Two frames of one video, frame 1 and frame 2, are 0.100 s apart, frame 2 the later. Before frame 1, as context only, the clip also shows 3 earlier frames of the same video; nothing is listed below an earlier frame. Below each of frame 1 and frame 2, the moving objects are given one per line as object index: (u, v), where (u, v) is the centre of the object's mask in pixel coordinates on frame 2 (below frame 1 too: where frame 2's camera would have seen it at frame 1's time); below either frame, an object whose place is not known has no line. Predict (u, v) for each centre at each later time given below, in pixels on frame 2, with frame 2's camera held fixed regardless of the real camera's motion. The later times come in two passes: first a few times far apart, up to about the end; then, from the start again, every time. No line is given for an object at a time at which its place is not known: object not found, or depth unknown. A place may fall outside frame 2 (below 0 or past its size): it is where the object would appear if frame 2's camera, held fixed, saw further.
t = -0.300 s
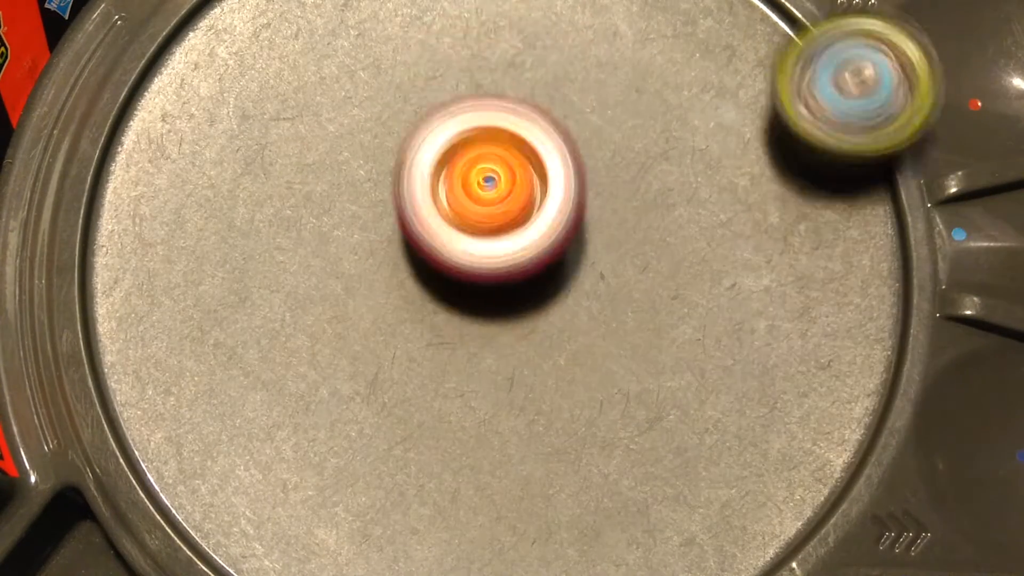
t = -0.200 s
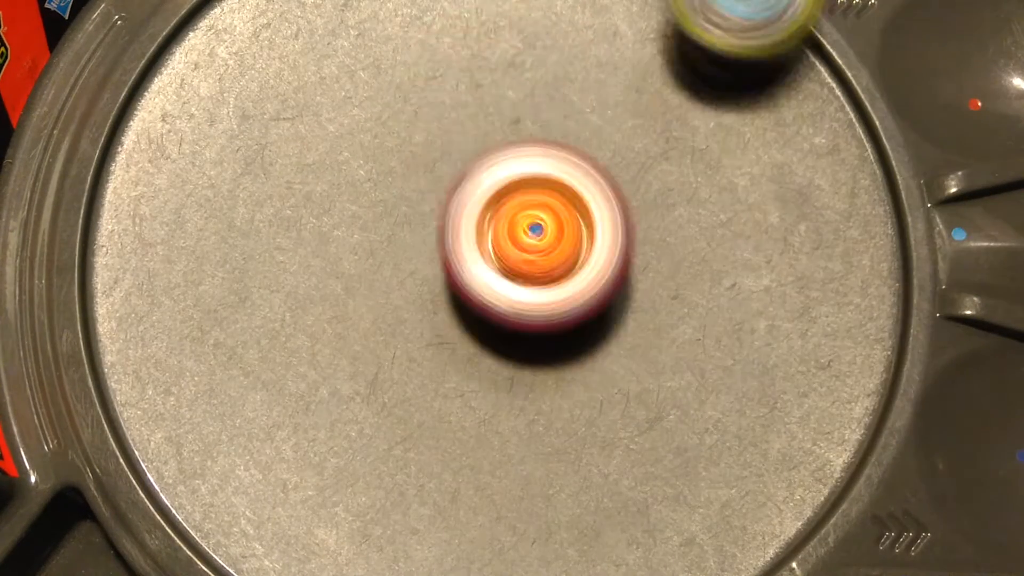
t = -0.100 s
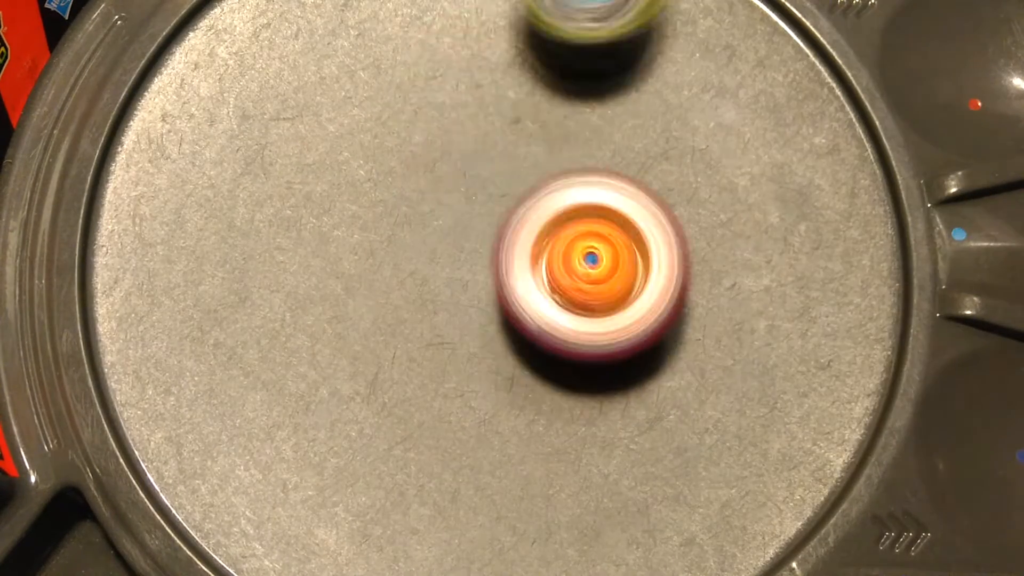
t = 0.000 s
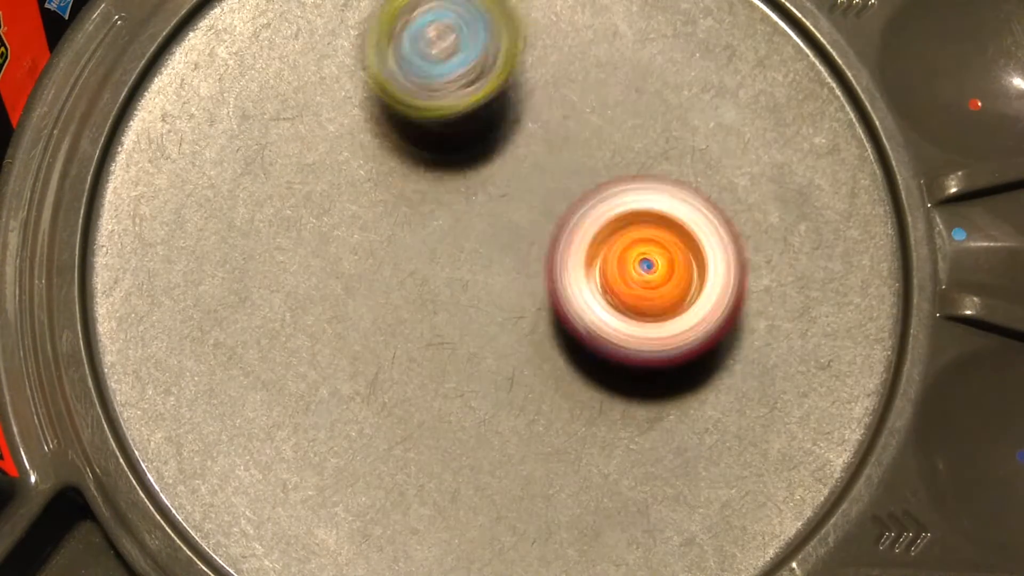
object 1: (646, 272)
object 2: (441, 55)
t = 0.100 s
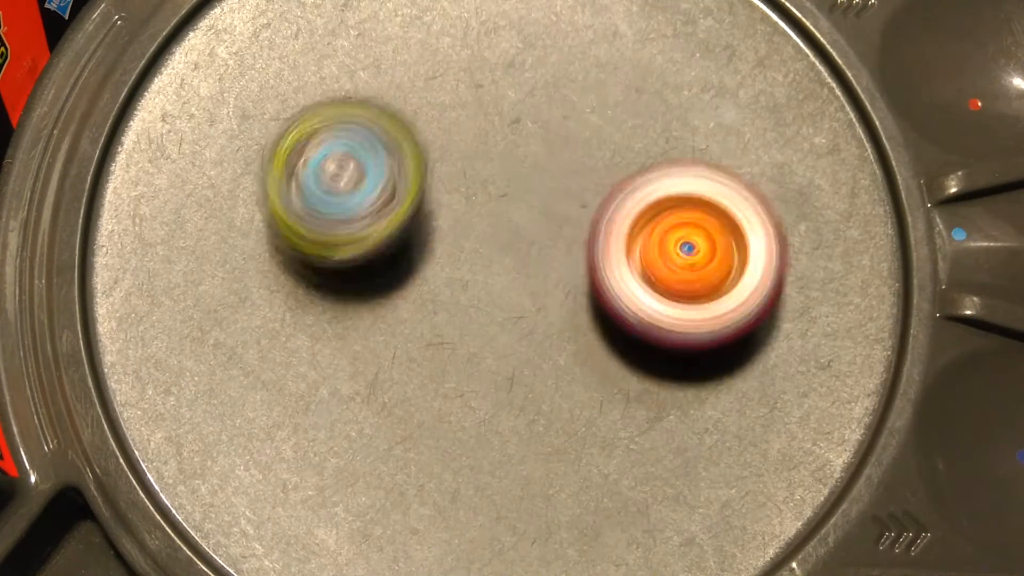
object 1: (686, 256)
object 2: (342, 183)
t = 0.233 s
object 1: (702, 219)
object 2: (334, 395)
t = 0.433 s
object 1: (636, 176)
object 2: (587, 541)
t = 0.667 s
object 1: (510, 245)
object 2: (837, 359)
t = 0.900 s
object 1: (486, 365)
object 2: (632, 69)
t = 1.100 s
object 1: (544, 389)
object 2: (331, 53)
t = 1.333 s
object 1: (581, 298)
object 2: (143, 310)
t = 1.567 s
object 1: (503, 190)
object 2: (487, 495)
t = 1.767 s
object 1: (408, 161)
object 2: (739, 303)
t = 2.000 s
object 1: (371, 213)
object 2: (721, 29)
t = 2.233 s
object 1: (464, 261)
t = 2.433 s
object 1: (572, 235)
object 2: (287, 167)
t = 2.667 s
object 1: (641, 157)
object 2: (497, 463)
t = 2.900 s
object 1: (609, 117)
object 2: (847, 426)
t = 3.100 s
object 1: (551, 152)
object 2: (872, 172)
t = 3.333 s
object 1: (529, 263)
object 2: (573, 47)
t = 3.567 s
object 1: (571, 347)
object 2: (276, 181)
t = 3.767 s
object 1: (606, 346)
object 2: (240, 447)
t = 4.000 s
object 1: (597, 289)
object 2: (572, 508)
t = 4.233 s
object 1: (517, 228)
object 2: (730, 244)
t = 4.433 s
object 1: (440, 201)
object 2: (640, 39)
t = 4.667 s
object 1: (397, 214)
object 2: (373, 15)
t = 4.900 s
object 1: (479, 301)
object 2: (178, 116)
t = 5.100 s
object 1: (610, 358)
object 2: (202, 278)
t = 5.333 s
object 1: (742, 342)
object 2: (518, 287)
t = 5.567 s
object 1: (799, 288)
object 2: (586, 66)
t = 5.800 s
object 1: (701, 223)
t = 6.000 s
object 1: (566, 204)
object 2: (406, 72)
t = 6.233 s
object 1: (536, 318)
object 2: (277, 111)
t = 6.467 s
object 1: (550, 463)
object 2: (385, 162)
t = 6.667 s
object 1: (614, 522)
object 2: (461, 44)
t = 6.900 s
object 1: (635, 514)
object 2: (572, 13)
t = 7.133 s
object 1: (622, 404)
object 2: (700, 47)
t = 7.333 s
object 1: (617, 275)
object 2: (763, 156)
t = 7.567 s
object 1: (610, 163)
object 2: (884, 224)
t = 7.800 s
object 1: (667, 85)
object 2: (794, 328)
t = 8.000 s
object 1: (701, 73)
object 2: (640, 345)
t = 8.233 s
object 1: (665, 125)
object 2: (492, 271)
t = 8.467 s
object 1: (591, 197)
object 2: (385, 139)
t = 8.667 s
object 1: (507, 238)
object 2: (394, 51)
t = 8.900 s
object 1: (407, 233)
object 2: (507, 31)
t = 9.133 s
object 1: (350, 192)
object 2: (600, 89)
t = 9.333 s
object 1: (372, 171)
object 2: (595, 211)
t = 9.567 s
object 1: (465, 145)
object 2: (467, 367)
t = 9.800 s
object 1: (535, 143)
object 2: (389, 369)
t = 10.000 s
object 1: (583, 195)
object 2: (432, 298)
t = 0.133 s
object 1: (695, 248)
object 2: (327, 233)
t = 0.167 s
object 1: (701, 239)
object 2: (321, 288)
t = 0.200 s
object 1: (702, 229)
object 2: (322, 343)
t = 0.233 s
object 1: (702, 219)
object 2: (334, 395)
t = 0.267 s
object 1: (699, 208)
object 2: (357, 447)
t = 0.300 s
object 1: (691, 199)
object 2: (389, 491)
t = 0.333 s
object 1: (682, 191)
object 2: (428, 508)
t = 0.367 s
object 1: (669, 184)
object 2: (478, 527)
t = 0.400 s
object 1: (654, 179)
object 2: (532, 537)
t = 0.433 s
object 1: (636, 176)
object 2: (587, 541)
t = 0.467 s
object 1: (616, 177)
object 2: (649, 538)
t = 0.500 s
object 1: (596, 182)
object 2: (705, 535)
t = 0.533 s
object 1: (576, 190)
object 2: (753, 523)
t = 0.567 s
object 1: (557, 200)
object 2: (792, 503)
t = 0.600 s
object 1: (541, 212)
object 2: (819, 464)
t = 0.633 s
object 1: (524, 228)
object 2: (836, 413)
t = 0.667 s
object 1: (510, 245)
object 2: (837, 359)
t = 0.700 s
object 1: (497, 263)
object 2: (832, 304)
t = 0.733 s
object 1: (487, 282)
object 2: (814, 254)
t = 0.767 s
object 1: (481, 300)
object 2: (792, 207)
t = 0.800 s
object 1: (477, 318)
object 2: (757, 164)
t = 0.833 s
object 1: (478, 336)
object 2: (721, 125)
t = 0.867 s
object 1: (480, 351)
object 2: (677, 95)
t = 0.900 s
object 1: (486, 365)
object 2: (632, 69)
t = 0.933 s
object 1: (495, 376)
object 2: (584, 54)
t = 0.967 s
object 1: (503, 384)
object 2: (535, 46)
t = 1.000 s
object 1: (512, 388)
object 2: (482, 42)
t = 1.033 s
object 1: (523, 391)
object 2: (432, 43)
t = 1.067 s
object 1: (534, 392)
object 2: (379, 45)
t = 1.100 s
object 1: (544, 389)
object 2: (331, 53)
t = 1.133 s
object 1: (554, 384)
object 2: (284, 67)
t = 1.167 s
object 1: (564, 375)
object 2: (241, 92)
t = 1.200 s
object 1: (573, 364)
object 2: (203, 125)
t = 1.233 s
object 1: (579, 350)
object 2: (171, 163)
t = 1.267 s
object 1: (582, 333)
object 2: (148, 209)
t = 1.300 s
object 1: (583, 315)
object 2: (138, 260)
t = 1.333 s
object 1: (581, 298)
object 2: (143, 310)
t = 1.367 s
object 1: (575, 280)
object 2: (161, 366)
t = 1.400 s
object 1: (565, 262)
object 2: (194, 414)
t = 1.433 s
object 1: (555, 244)
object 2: (243, 455)
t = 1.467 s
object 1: (543, 228)
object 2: (299, 483)
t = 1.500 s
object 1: (532, 214)
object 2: (361, 496)
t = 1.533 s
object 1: (518, 202)
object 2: (425, 498)
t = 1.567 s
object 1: (503, 190)
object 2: (487, 495)
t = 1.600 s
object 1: (488, 179)
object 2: (543, 483)
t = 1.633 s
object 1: (472, 171)
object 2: (599, 454)
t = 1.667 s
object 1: (456, 166)
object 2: (644, 424)
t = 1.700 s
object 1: (438, 161)
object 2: (683, 385)
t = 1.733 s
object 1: (422, 160)
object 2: (715, 346)
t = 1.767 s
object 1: (408, 161)
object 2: (739, 303)
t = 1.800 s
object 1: (396, 164)
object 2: (759, 256)
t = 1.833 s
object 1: (386, 170)
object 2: (769, 212)
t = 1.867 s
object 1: (377, 176)
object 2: (772, 162)
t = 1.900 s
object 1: (371, 183)
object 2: (768, 116)
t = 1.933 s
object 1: (368, 192)
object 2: (755, 74)
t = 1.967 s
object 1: (368, 202)
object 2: (743, 46)
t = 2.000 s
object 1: (371, 213)
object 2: (721, 29)
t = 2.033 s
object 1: (376, 224)
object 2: (693, 12)
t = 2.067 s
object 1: (384, 234)
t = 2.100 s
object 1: (396, 242)
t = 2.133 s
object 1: (410, 249)
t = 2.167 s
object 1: (427, 256)
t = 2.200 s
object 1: (445, 260)
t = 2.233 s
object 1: (464, 261)
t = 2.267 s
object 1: (484, 261)
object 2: (387, 7)
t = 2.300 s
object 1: (503, 259)
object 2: (355, 21)
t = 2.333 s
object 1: (520, 255)
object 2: (326, 42)
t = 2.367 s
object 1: (538, 250)
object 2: (304, 68)
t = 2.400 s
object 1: (555, 244)
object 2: (292, 115)
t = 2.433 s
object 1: (572, 235)
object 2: (287, 167)
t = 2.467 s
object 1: (588, 227)
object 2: (295, 218)
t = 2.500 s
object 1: (603, 217)
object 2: (310, 271)
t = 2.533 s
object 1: (616, 206)
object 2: (334, 319)
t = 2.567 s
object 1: (627, 194)
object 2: (367, 366)
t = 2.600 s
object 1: (634, 182)
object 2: (404, 404)
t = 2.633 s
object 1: (639, 169)
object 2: (452, 437)
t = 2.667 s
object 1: (641, 157)
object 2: (497, 463)
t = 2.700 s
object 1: (642, 146)
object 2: (553, 482)
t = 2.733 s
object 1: (640, 137)
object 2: (606, 492)
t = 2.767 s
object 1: (636, 130)
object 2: (662, 494)
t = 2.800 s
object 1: (631, 125)
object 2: (716, 488)
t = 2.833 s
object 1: (625, 121)
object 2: (769, 476)
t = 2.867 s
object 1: (618, 118)
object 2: (810, 455)
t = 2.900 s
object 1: (609, 117)
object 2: (847, 426)
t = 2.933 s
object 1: (600, 117)
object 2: (881, 388)
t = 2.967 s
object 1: (591, 120)
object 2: (898, 347)
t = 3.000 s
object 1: (580, 125)
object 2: (905, 304)
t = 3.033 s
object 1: (571, 132)
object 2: (906, 259)
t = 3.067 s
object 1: (560, 141)
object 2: (897, 216)
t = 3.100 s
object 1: (551, 152)
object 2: (872, 172)
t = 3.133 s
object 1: (544, 165)
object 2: (844, 135)
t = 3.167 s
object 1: (538, 179)
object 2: (810, 104)
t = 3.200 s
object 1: (533, 195)
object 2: (763, 77)
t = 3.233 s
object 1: (531, 211)
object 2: (721, 60)
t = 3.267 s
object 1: (529, 228)
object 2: (673, 51)
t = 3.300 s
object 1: (529, 246)
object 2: (621, 46)
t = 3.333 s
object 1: (529, 263)
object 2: (573, 47)
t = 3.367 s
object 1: (531, 278)
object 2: (523, 49)
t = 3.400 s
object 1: (536, 293)
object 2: (477, 56)
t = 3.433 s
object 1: (541, 307)
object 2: (432, 68)
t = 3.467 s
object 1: (547, 320)
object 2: (386, 87)
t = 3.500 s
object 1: (555, 332)
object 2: (344, 115)
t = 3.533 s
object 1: (563, 341)
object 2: (307, 143)
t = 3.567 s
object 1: (571, 347)
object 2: (276, 181)
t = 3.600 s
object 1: (578, 351)
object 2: (249, 219)
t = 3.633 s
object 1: (585, 353)
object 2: (227, 261)
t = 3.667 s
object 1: (592, 353)
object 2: (216, 307)
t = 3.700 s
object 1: (597, 352)
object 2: (213, 356)
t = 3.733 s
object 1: (602, 349)
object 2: (222, 403)
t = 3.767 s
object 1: (606, 346)
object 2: (240, 447)
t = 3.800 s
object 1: (610, 341)
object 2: (271, 487)
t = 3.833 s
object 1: (612, 335)
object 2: (314, 505)
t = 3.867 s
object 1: (613, 327)
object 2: (365, 519)
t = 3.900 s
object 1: (611, 319)
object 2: (417, 524)
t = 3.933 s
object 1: (608, 309)
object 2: (473, 524)
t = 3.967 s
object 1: (603, 300)
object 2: (528, 517)
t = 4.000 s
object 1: (597, 289)
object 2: (572, 508)
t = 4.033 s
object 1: (588, 279)
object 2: (617, 490)
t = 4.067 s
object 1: (579, 269)
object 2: (653, 455)
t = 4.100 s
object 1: (568, 260)
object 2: (678, 419)
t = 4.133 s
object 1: (556, 250)
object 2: (705, 373)
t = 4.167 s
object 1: (544, 241)
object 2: (719, 331)
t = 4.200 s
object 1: (531, 234)
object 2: (728, 289)
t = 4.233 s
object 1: (517, 228)
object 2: (730, 244)
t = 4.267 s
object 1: (505, 221)
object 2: (729, 200)
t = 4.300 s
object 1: (492, 215)
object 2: (720, 158)
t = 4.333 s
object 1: (479, 210)
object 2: (706, 120)
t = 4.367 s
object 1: (465, 206)
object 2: (687, 80)
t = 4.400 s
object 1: (452, 203)
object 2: (666, 53)
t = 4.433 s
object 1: (440, 201)
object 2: (640, 39)
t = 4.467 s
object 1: (428, 201)
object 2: (609, 26)
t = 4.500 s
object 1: (420, 202)
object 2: (575, 15)
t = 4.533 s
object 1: (413, 204)
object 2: (536, 9)
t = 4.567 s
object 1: (407, 205)
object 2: (500, 6)
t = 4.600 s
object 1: (403, 207)
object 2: (450, 5)
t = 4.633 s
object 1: (399, 210)
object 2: (409, 8)
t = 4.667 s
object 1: (397, 214)
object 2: (373, 15)
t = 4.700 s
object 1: (397, 218)
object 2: (335, 26)
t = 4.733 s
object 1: (398, 223)
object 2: (307, 42)
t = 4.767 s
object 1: (402, 227)
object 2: (284, 62)
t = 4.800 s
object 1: (406, 230)
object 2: (269, 98)
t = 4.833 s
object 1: (426, 254)
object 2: (249, 117)
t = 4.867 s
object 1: (455, 282)
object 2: (206, 111)
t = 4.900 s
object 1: (479, 301)
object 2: (178, 116)
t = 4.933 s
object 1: (500, 313)
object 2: (155, 133)
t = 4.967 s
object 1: (522, 324)
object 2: (139, 158)
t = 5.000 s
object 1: (544, 335)
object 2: (136, 186)
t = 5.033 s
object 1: (566, 345)
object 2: (141, 215)
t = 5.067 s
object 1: (587, 352)
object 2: (160, 246)
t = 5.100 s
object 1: (610, 358)
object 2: (202, 278)
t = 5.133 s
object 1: (632, 362)
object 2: (242, 300)
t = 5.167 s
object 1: (654, 365)
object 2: (288, 313)
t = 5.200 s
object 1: (675, 365)
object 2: (335, 321)
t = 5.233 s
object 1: (694, 363)
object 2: (386, 318)
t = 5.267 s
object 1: (712, 358)
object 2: (439, 314)
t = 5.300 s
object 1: (728, 351)
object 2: (480, 302)
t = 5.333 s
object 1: (742, 342)
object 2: (518, 287)
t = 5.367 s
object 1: (751, 332)
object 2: (554, 271)
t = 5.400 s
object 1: (768, 327)
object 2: (575, 235)
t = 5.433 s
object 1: (783, 324)
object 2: (577, 194)
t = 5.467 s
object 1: (792, 316)
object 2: (583, 158)
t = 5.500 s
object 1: (798, 306)
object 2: (589, 124)
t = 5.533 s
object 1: (800, 297)
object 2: (589, 93)
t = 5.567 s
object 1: (799, 288)
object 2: (586, 66)
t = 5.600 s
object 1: (795, 278)
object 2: (580, 49)
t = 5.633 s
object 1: (786, 267)
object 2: (573, 36)
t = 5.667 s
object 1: (773, 257)
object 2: (562, 25)
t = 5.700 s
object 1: (759, 247)
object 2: (548, 15)
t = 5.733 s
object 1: (742, 238)
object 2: (532, 6)
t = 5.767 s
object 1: (722, 230)
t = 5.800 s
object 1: (701, 223)
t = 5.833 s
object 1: (679, 218)
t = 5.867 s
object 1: (657, 213)
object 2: (432, 8)
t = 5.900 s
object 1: (634, 209)
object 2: (418, 18)
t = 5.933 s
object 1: (610, 207)
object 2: (408, 32)
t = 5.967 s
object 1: (589, 205)
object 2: (402, 50)
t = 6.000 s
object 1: (566, 204)
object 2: (406, 72)
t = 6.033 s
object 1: (555, 215)
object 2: (407, 92)
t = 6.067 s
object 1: (564, 249)
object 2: (372, 71)
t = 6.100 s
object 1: (560, 270)
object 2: (344, 64)
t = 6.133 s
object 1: (553, 284)
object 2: (322, 66)
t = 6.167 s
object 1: (547, 297)
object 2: (303, 75)
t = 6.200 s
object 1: (541, 308)
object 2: (286, 90)
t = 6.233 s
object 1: (536, 318)
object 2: (277, 111)
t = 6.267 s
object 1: (529, 327)
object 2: (273, 137)
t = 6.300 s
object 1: (524, 336)
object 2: (282, 165)
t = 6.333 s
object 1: (520, 344)
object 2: (297, 192)
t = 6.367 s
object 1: (516, 352)
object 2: (322, 218)
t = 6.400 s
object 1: (512, 361)
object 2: (355, 241)
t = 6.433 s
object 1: (531, 417)
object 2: (370, 207)
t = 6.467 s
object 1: (550, 463)
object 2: (385, 162)
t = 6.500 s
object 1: (563, 482)
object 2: (401, 124)
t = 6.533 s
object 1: (573, 492)
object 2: (415, 96)
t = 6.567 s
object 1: (585, 501)
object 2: (422, 78)
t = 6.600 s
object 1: (596, 508)
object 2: (432, 64)
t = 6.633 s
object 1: (604, 516)
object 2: (445, 54)
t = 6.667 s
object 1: (614, 522)
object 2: (461, 44)
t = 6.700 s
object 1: (620, 527)
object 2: (475, 36)
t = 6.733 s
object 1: (625, 529)
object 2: (488, 30)
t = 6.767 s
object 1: (630, 530)
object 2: (505, 25)
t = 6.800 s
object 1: (632, 529)
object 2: (521, 20)
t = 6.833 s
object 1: (636, 526)
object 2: (540, 16)
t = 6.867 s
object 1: (637, 522)
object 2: (557, 14)
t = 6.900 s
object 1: (635, 514)
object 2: (572, 13)
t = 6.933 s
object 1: (636, 507)
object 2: (593, 14)
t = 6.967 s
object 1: (633, 498)
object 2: (616, 17)
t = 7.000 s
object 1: (631, 485)
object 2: (635, 21)
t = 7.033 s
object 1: (630, 471)
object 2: (650, 24)
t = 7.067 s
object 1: (627, 447)
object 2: (667, 30)
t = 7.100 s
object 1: (624, 425)
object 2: (684, 39)
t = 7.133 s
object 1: (622, 404)
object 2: (700, 47)
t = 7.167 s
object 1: (620, 380)
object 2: (711, 56)
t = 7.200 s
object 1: (619, 358)
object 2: (720, 68)
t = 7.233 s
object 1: (619, 337)
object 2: (734, 87)
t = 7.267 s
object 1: (619, 313)
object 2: (740, 108)
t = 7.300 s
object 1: (620, 292)
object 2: (746, 135)
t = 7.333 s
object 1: (617, 275)
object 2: (763, 156)
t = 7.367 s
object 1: (601, 260)
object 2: (798, 168)
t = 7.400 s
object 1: (591, 244)
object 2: (822, 177)
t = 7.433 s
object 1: (588, 228)
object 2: (841, 184)
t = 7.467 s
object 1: (591, 211)
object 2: (854, 191)
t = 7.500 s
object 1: (597, 193)
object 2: (872, 198)
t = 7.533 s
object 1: (604, 176)
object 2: (883, 213)
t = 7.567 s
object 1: (610, 163)
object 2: (884, 224)
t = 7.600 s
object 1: (617, 148)
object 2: (890, 240)
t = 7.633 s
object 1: (625, 133)
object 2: (886, 258)
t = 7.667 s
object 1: (633, 121)
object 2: (871, 270)
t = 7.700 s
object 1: (641, 111)
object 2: (861, 286)
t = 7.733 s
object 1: (649, 100)
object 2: (838, 303)
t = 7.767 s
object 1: (657, 90)
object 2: (816, 317)
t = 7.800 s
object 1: (667, 85)
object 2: (794, 328)
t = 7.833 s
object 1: (675, 80)
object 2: (770, 336)
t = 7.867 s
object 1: (683, 76)
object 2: (742, 341)
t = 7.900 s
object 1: (689, 74)
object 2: (718, 348)
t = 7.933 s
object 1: (695, 72)
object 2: (693, 347)
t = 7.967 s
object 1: (700, 72)
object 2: (665, 351)
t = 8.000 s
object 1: (701, 73)
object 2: (640, 345)
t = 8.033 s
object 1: (701, 76)
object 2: (618, 338)
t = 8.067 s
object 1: (699, 79)
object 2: (592, 338)
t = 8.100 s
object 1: (696, 84)
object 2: (568, 325)
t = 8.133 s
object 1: (689, 94)
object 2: (549, 313)
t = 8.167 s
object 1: (683, 103)
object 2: (527, 307)
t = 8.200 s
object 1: (674, 114)
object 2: (506, 287)
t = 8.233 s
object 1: (665, 125)
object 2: (492, 271)
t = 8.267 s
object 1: (654, 136)
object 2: (476, 259)
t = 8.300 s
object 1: (642, 146)
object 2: (462, 238)
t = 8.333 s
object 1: (630, 157)
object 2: (453, 218)
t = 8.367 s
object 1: (618, 167)
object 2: (441, 203)
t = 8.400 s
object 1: (615, 179)
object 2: (411, 179)
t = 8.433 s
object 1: (603, 191)
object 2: (395, 156)
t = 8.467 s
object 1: (591, 197)
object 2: (385, 139)
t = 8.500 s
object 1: (580, 208)
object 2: (380, 121)
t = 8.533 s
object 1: (566, 216)
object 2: (380, 101)
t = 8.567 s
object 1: (552, 222)
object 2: (377, 84)
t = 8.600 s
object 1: (538, 229)
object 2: (381, 70)
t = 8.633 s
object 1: (523, 232)
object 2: (386, 61)
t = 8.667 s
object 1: (507, 238)
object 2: (394, 51)
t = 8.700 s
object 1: (493, 240)
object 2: (408, 43)
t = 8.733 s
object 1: (476, 241)
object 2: (420, 38)
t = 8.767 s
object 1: (462, 242)
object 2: (436, 34)
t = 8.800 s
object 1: (448, 239)
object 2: (452, 30)
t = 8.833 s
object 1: (433, 239)
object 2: (470, 29)
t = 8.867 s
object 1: (421, 236)
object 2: (490, 30)
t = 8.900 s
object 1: (407, 233)
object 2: (507, 31)
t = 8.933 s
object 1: (396, 229)
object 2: (521, 34)
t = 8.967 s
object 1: (384, 223)
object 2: (542, 41)
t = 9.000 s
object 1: (374, 218)
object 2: (557, 46)
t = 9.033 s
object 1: (365, 212)
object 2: (567, 53)
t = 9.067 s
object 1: (357, 206)
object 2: (583, 62)
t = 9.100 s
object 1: (354, 200)
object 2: (591, 72)
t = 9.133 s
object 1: (350, 192)
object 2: (600, 89)
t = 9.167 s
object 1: (348, 188)
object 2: (608, 108)
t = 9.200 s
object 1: (349, 182)
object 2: (608, 129)
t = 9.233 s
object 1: (350, 178)
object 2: (608, 149)
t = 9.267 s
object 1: (357, 175)
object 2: (609, 169)
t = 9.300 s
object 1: (363, 171)
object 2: (602, 192)
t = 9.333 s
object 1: (372, 171)
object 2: (595, 211)
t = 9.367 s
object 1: (381, 169)
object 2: (588, 229)
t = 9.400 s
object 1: (391, 170)
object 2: (575, 249)
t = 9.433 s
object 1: (404, 169)
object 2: (562, 263)
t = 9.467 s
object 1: (415, 170)
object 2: (549, 278)
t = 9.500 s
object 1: (434, 164)
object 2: (529, 311)
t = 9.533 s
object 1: (449, 151)
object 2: (498, 335)
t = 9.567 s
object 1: (465, 145)
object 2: (467, 367)
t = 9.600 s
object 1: (472, 140)
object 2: (444, 391)
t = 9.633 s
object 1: (483, 138)
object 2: (430, 406)
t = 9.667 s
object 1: (492, 134)
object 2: (412, 409)
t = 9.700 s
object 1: (504, 135)
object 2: (406, 404)
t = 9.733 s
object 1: (514, 136)
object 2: (396, 395)
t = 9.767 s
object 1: (525, 139)
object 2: (391, 381)
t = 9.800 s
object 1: (535, 143)
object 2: (389, 369)
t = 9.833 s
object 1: (545, 150)
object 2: (390, 356)
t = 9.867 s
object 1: (554, 156)
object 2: (393, 342)
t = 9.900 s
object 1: (562, 166)
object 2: (400, 331)
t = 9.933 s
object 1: (571, 174)
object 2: (409, 319)
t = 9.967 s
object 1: (576, 185)
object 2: (418, 309)
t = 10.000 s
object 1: (583, 195)
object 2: (432, 298)
